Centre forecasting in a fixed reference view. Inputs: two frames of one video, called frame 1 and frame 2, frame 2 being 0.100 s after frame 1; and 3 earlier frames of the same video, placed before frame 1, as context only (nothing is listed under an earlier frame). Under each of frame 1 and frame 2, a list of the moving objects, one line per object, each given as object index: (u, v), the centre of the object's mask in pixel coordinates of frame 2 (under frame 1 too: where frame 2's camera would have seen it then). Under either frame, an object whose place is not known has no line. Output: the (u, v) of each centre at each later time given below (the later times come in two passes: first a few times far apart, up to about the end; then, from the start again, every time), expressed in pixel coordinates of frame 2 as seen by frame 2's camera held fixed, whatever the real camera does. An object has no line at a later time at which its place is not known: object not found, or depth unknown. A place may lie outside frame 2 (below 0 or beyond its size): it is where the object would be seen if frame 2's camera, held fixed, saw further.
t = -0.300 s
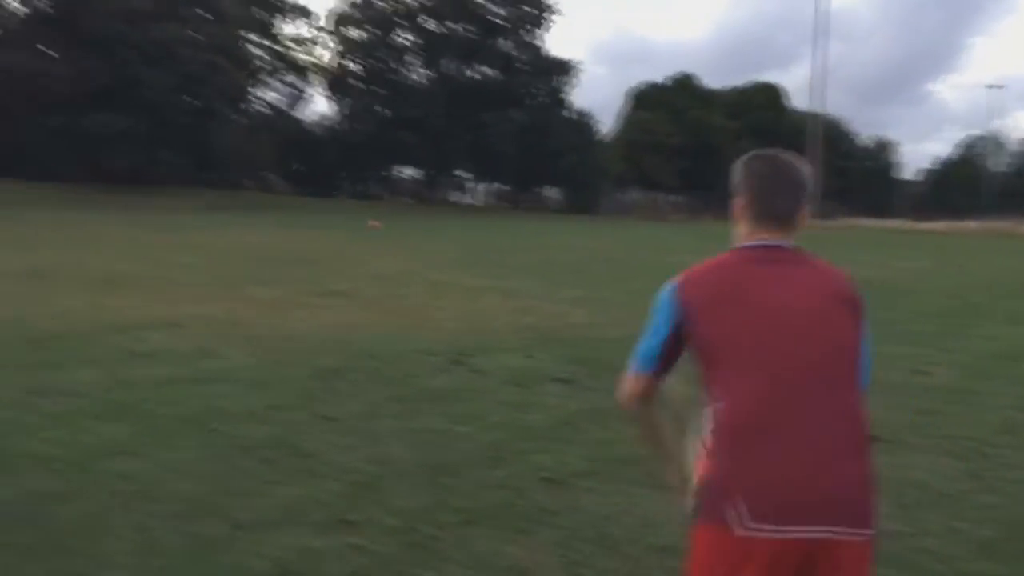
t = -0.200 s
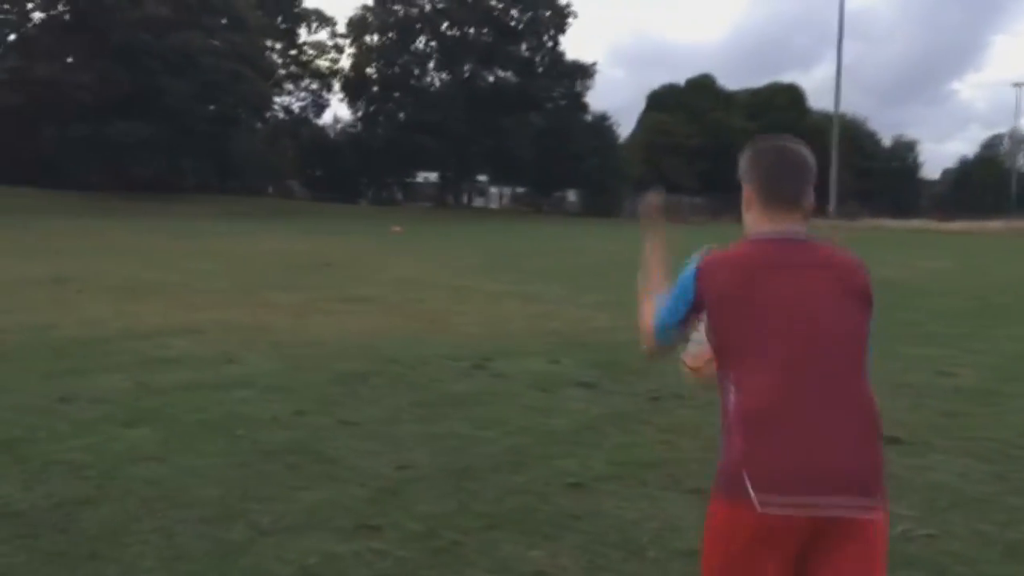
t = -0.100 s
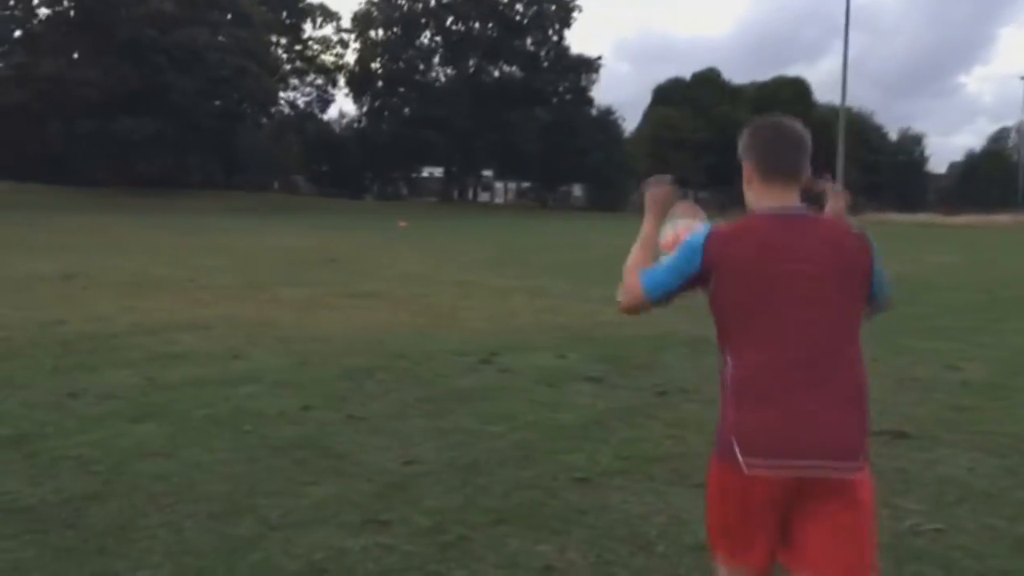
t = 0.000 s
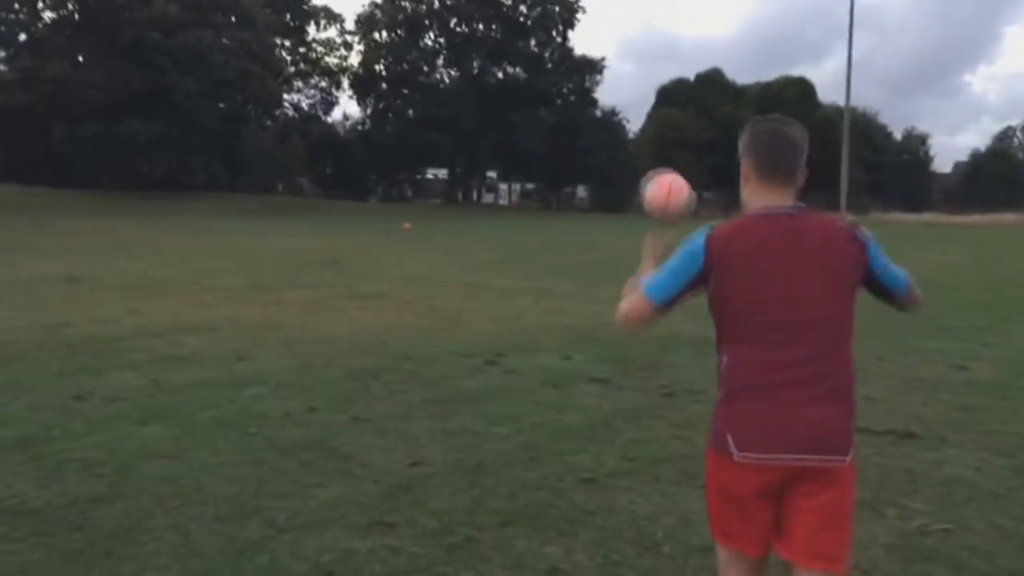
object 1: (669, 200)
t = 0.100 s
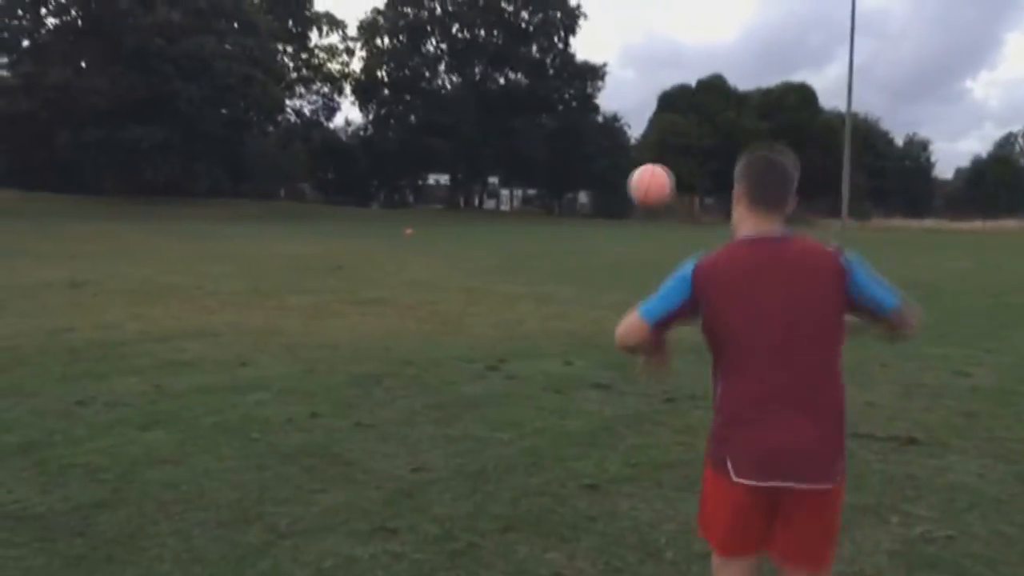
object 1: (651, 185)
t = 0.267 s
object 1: (630, 198)
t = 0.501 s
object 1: (610, 267)
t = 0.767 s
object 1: (600, 335)
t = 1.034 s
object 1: (604, 274)
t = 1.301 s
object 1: (606, 280)
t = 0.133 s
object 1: (646, 185)
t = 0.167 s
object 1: (641, 186)
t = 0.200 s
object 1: (637, 189)
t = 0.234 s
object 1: (633, 192)
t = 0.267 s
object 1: (630, 198)
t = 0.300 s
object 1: (626, 204)
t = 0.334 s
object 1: (623, 213)
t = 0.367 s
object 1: (621, 221)
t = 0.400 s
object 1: (618, 233)
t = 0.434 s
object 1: (615, 242)
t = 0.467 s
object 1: (613, 254)
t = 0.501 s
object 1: (610, 267)
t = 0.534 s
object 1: (608, 281)
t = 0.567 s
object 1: (605, 295)
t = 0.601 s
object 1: (604, 308)
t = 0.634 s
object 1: (603, 323)
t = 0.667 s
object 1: (600, 338)
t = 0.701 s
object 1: (600, 350)
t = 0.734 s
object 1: (600, 349)
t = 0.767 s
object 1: (600, 335)
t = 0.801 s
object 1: (600, 322)
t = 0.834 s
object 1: (601, 317)
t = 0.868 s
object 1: (601, 312)
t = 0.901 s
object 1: (602, 302)
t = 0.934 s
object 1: (603, 293)
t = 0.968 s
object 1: (603, 285)
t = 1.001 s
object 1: (604, 280)
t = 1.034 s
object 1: (604, 274)
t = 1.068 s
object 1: (605, 271)
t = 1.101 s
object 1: (605, 269)
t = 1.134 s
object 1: (604, 269)
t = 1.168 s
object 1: (604, 269)
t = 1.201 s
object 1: (604, 270)
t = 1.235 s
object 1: (604, 272)
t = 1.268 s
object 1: (605, 276)
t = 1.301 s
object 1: (606, 280)
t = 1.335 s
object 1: (607, 286)
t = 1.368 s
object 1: (607, 294)
